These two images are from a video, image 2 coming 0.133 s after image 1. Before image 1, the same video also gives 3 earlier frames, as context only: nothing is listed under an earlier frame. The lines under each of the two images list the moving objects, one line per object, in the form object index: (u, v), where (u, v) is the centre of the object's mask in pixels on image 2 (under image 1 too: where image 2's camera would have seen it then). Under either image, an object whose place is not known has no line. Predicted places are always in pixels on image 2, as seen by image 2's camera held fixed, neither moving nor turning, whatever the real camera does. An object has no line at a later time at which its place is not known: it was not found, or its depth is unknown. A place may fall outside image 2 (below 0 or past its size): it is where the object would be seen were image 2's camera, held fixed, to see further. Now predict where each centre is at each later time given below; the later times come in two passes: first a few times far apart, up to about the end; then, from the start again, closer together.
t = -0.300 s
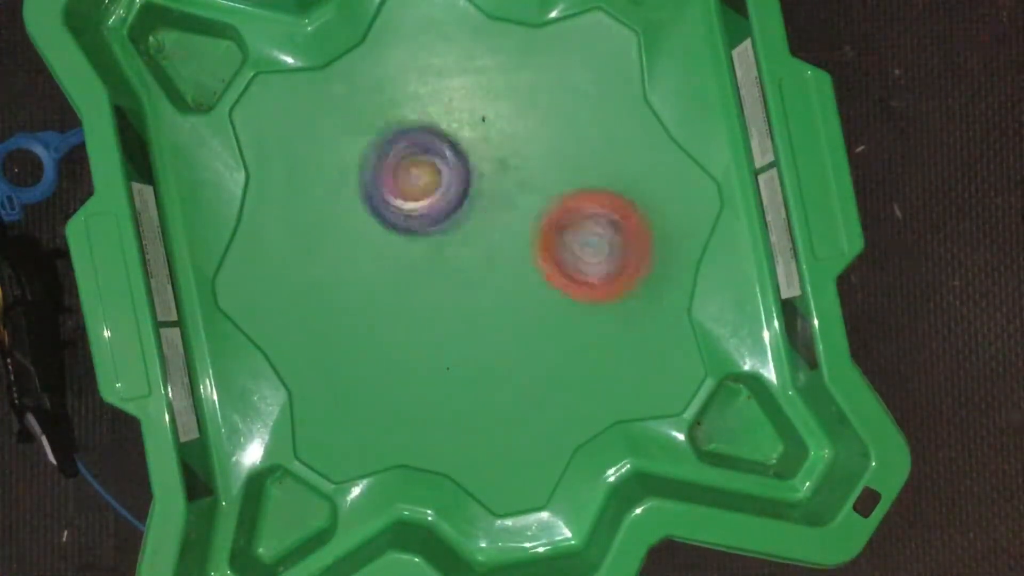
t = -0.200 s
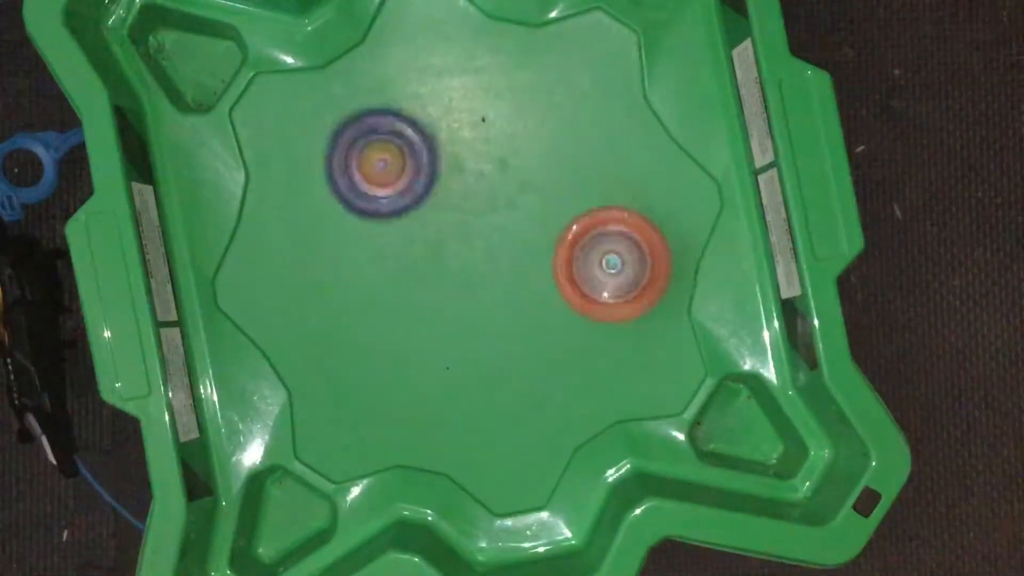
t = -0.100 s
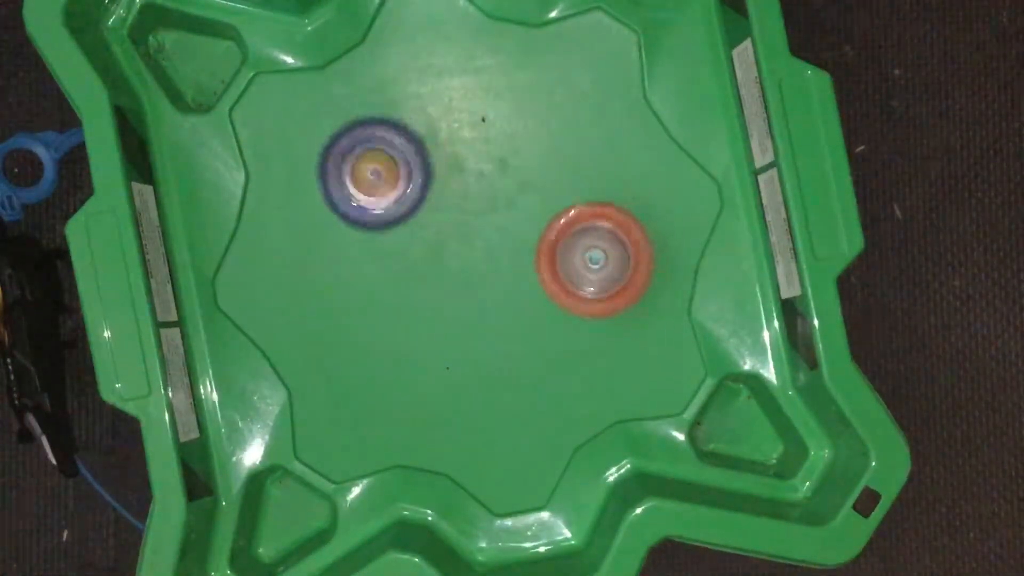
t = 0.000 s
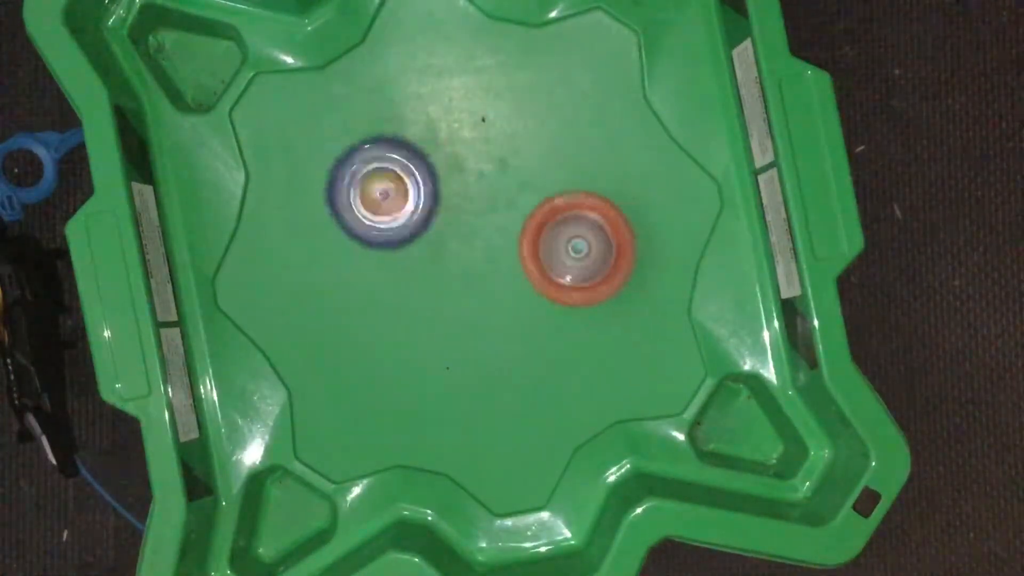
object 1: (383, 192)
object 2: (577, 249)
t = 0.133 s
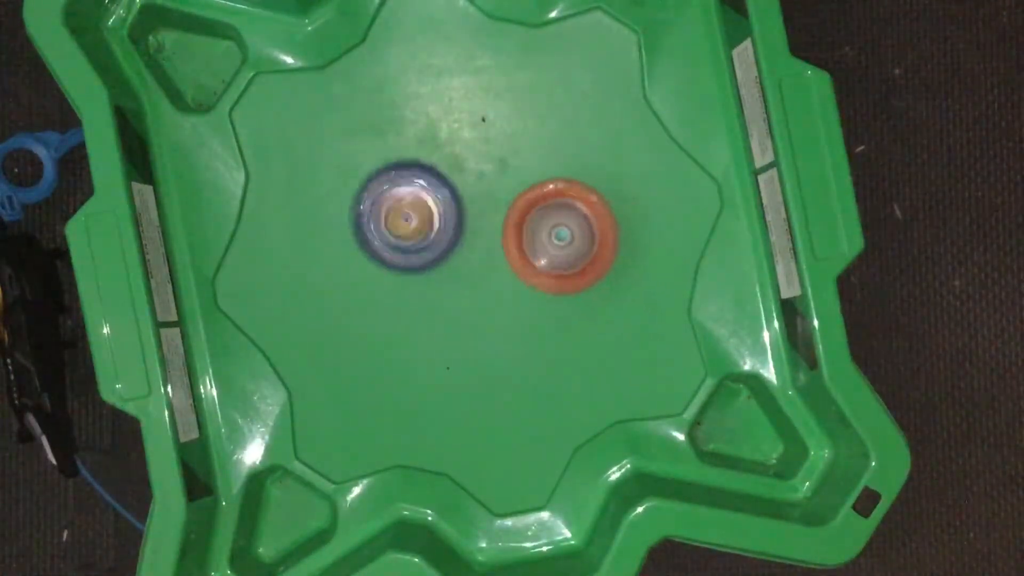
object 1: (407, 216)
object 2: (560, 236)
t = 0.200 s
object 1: (425, 229)
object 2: (556, 231)
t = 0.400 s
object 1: (400, 243)
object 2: (614, 229)
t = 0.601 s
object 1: (417, 262)
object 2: (611, 214)
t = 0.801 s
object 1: (452, 268)
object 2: (579, 209)
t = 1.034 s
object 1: (426, 275)
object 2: (603, 197)
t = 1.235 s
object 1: (435, 274)
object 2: (577, 193)
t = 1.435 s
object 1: (462, 262)
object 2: (563, 186)
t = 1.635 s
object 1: (463, 264)
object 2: (570, 168)
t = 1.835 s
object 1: (477, 262)
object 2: (554, 167)
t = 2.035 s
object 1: (472, 275)
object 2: (554, 166)
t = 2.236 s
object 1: (480, 270)
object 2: (543, 168)
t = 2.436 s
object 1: (445, 280)
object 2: (545, 161)
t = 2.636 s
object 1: (441, 257)
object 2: (522, 166)
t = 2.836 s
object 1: (437, 243)
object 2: (525, 159)
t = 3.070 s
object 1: (411, 251)
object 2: (531, 166)
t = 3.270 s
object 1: (419, 250)
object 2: (520, 169)
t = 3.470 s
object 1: (404, 261)
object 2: (529, 170)
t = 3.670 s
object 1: (412, 268)
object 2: (515, 172)
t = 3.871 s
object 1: (442, 273)
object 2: (507, 171)
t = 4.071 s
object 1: (451, 284)
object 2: (508, 173)
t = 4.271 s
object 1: (451, 290)
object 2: (509, 164)
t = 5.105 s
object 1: (485, 281)
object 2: (491, 158)
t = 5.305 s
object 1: (477, 292)
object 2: (509, 150)
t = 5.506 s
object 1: (473, 276)
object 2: (522, 171)
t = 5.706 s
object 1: (451, 282)
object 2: (546, 205)
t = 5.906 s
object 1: (433, 262)
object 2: (537, 207)
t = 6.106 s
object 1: (427, 230)
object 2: (536, 213)
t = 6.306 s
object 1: (427, 222)
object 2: (538, 213)
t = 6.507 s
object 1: (405, 207)
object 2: (544, 225)
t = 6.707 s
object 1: (417, 227)
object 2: (532, 217)
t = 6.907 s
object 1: (424, 231)
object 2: (534, 211)
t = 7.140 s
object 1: (424, 230)
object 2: (530, 215)
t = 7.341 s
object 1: (417, 228)
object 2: (519, 224)
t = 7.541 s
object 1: (416, 227)
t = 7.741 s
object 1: (417, 229)
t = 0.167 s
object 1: (415, 223)
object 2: (558, 234)
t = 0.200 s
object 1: (425, 229)
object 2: (556, 231)
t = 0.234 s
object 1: (433, 234)
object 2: (554, 228)
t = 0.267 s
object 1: (431, 238)
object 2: (562, 230)
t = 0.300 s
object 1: (414, 238)
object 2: (583, 234)
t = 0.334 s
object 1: (404, 239)
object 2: (598, 234)
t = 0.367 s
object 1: (401, 239)
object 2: (607, 232)
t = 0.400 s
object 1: (400, 243)
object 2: (614, 229)
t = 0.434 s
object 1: (401, 248)
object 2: (618, 224)
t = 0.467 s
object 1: (402, 251)
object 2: (620, 221)
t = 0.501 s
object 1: (404, 255)
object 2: (620, 220)
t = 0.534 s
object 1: (408, 257)
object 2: (619, 217)
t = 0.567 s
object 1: (411, 260)
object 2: (615, 215)
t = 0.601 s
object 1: (417, 262)
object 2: (611, 214)
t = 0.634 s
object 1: (421, 264)
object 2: (607, 212)
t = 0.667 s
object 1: (428, 266)
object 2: (600, 210)
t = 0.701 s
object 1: (432, 266)
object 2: (594, 210)
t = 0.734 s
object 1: (439, 268)
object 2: (590, 209)
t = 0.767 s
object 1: (444, 267)
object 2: (584, 209)
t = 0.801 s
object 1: (452, 268)
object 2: (579, 209)
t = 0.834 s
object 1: (459, 267)
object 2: (575, 208)
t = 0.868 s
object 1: (467, 268)
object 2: (570, 207)
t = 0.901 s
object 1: (455, 270)
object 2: (582, 204)
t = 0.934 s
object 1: (439, 275)
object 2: (598, 198)
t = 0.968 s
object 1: (429, 275)
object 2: (605, 195)
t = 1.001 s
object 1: (426, 276)
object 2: (607, 197)
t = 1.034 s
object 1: (426, 275)
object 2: (603, 197)
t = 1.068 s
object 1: (425, 278)
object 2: (598, 197)
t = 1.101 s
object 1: (425, 276)
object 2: (595, 196)
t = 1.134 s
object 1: (429, 277)
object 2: (590, 194)
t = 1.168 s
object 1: (430, 275)
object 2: (586, 194)
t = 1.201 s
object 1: (434, 276)
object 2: (582, 193)
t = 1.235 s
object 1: (435, 274)
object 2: (577, 193)
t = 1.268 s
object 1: (440, 272)
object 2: (574, 192)
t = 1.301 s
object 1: (444, 269)
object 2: (571, 190)
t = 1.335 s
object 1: (451, 266)
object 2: (566, 190)
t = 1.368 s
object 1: (456, 263)
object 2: (564, 189)
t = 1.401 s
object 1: (463, 261)
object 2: (560, 188)
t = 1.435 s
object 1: (462, 262)
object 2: (563, 186)
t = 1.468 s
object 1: (456, 264)
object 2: (571, 180)
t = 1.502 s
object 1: (453, 265)
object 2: (574, 175)
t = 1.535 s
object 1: (455, 262)
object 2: (574, 173)
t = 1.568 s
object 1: (459, 264)
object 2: (573, 170)
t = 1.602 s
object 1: (459, 263)
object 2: (571, 169)
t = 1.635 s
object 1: (463, 264)
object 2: (570, 168)
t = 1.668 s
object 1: (462, 264)
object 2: (568, 167)
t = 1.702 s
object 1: (467, 262)
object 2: (565, 168)
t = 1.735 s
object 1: (467, 264)
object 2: (562, 167)
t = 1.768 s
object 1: (472, 263)
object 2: (558, 167)
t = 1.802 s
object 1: (473, 260)
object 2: (555, 167)
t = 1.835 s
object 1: (477, 262)
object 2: (554, 167)
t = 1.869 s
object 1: (477, 260)
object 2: (552, 167)
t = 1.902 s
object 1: (476, 265)
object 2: (555, 164)
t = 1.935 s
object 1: (473, 268)
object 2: (559, 164)
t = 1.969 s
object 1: (472, 272)
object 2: (557, 166)
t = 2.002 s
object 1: (470, 274)
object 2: (556, 167)
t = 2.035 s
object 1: (472, 275)
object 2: (554, 166)
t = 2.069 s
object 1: (472, 277)
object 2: (552, 167)
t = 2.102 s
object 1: (473, 273)
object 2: (551, 167)
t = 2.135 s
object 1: (476, 274)
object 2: (548, 168)
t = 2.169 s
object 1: (476, 271)
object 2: (547, 168)
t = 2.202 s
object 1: (480, 271)
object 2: (544, 168)
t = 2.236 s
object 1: (480, 270)
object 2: (543, 168)
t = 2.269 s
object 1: (470, 275)
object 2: (549, 161)
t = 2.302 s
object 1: (463, 279)
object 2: (552, 156)
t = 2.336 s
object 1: (457, 282)
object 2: (554, 156)
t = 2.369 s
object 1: (452, 283)
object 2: (552, 158)
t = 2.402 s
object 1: (448, 282)
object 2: (550, 160)
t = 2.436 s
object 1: (445, 280)
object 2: (545, 161)
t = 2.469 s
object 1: (442, 278)
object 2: (541, 163)
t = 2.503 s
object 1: (440, 274)
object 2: (537, 163)
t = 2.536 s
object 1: (439, 271)
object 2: (532, 164)
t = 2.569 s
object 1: (438, 266)
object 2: (529, 164)
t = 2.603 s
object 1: (441, 261)
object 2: (524, 164)
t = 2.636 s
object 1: (441, 257)
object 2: (522, 166)
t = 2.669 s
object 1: (437, 256)
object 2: (524, 161)
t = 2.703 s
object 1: (433, 255)
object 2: (528, 160)
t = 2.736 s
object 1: (433, 249)
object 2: (527, 160)
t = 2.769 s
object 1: (438, 246)
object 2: (525, 161)
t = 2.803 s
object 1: (439, 244)
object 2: (525, 159)
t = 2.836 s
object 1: (437, 243)
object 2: (525, 159)
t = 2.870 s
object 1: (435, 243)
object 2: (529, 160)
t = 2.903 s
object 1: (435, 239)
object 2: (526, 163)
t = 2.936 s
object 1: (433, 241)
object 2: (529, 161)
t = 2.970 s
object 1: (424, 245)
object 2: (535, 159)
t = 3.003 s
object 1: (419, 246)
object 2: (537, 163)
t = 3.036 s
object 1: (416, 250)
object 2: (534, 164)
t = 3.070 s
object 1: (411, 251)
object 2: (531, 166)
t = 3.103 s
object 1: (410, 250)
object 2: (529, 165)
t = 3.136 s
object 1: (409, 252)
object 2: (527, 165)
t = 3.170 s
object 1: (408, 252)
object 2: (526, 165)
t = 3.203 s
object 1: (412, 249)
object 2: (524, 166)
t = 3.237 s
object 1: (416, 251)
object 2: (523, 166)
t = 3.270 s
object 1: (419, 250)
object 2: (520, 169)
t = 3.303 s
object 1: (426, 249)
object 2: (518, 170)
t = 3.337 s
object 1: (426, 252)
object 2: (516, 171)
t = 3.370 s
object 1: (413, 258)
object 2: (523, 168)
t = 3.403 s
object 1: (406, 261)
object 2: (528, 165)
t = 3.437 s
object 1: (402, 261)
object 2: (531, 167)
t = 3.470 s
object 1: (404, 261)
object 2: (529, 170)
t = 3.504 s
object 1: (407, 263)
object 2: (527, 173)
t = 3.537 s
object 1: (408, 266)
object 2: (522, 173)
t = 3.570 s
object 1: (408, 267)
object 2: (521, 173)
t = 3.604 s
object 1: (410, 267)
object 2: (518, 173)
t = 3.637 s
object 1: (412, 269)
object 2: (517, 172)
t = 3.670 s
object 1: (412, 268)
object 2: (515, 172)
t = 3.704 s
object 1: (418, 267)
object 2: (515, 172)
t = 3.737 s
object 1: (424, 268)
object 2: (513, 172)
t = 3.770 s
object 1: (428, 270)
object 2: (512, 171)
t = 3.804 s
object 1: (433, 272)
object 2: (510, 171)
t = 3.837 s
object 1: (437, 274)
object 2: (509, 171)
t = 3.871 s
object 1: (442, 273)
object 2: (507, 171)
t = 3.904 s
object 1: (450, 274)
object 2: (507, 170)
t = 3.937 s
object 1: (448, 283)
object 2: (512, 167)
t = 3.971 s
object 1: (446, 284)
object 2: (515, 167)
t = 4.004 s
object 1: (447, 285)
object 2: (513, 171)
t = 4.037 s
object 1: (449, 285)
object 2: (511, 172)
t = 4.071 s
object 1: (451, 284)
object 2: (508, 173)
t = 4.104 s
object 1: (453, 284)
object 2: (507, 171)
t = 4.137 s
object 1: (454, 286)
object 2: (506, 171)
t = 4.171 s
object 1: (454, 286)
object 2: (505, 171)
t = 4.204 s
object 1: (454, 284)
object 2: (504, 173)
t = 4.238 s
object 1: (456, 280)
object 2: (502, 172)
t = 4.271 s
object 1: (451, 290)
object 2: (509, 164)
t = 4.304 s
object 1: (442, 302)
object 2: (518, 153)
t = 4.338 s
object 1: (434, 307)
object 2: (526, 149)
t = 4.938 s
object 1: (474, 288)
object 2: (489, 163)
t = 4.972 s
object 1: (479, 283)
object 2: (488, 163)
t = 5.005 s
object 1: (483, 280)
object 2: (485, 164)
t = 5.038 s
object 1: (487, 279)
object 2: (485, 164)
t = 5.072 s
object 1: (487, 278)
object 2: (485, 164)
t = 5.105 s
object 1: (485, 281)
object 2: (491, 158)
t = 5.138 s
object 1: (479, 284)
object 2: (496, 153)
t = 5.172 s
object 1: (477, 286)
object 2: (501, 147)
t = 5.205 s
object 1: (477, 290)
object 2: (505, 147)
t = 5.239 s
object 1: (477, 293)
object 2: (506, 147)
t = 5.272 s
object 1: (478, 293)
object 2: (509, 148)
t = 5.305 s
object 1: (477, 292)
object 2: (509, 150)
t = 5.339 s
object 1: (476, 290)
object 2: (512, 151)
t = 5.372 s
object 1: (475, 288)
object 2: (513, 155)
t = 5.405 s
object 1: (473, 288)
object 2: (515, 157)
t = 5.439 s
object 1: (472, 285)
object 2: (518, 162)
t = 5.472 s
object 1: (472, 281)
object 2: (519, 166)
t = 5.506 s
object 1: (473, 276)
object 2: (522, 171)
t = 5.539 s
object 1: (469, 275)
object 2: (526, 177)
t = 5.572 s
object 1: (461, 278)
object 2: (534, 182)
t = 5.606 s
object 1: (459, 279)
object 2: (540, 191)
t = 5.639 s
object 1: (461, 279)
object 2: (543, 195)
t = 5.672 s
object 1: (463, 279)
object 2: (543, 203)
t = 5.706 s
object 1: (451, 282)
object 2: (546, 205)
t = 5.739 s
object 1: (439, 282)
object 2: (551, 204)
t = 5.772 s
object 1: (433, 278)
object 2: (553, 206)
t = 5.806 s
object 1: (432, 274)
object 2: (549, 207)
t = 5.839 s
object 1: (431, 271)
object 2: (545, 207)
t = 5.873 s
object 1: (432, 267)
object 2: (542, 207)
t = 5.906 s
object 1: (433, 262)
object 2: (537, 207)
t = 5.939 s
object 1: (434, 256)
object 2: (533, 206)
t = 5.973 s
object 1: (434, 250)
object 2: (532, 205)
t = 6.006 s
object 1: (431, 245)
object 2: (533, 207)
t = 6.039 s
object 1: (430, 239)
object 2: (534, 208)
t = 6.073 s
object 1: (430, 234)
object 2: (534, 211)
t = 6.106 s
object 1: (427, 230)
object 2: (536, 213)
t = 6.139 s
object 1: (425, 225)
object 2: (538, 213)
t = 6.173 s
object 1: (424, 222)
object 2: (541, 213)
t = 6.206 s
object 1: (425, 221)
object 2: (541, 215)
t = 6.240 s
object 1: (425, 222)
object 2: (541, 213)
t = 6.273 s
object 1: (426, 222)
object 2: (541, 213)
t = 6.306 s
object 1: (427, 222)
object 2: (538, 213)
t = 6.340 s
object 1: (428, 222)
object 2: (535, 212)
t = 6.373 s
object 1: (428, 222)
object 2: (534, 210)
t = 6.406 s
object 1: (421, 221)
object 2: (534, 213)
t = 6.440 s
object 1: (411, 217)
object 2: (541, 217)
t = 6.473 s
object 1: (406, 211)
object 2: (544, 222)
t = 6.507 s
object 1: (405, 207)
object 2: (544, 225)
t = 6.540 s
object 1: (405, 206)
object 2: (544, 224)
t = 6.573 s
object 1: (405, 208)
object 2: (542, 225)
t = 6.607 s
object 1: (406, 212)
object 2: (540, 223)
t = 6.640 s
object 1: (408, 217)
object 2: (538, 221)
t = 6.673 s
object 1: (412, 221)
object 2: (535, 219)
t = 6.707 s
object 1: (417, 227)
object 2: (532, 217)
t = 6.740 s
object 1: (422, 230)
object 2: (529, 214)
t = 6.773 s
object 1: (422, 230)
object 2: (531, 211)
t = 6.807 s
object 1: (422, 229)
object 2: (531, 209)
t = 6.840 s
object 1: (423, 230)
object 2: (532, 209)
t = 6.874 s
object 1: (424, 231)
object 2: (532, 209)
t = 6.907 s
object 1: (424, 231)
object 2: (534, 211)
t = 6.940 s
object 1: (423, 230)
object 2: (538, 212)
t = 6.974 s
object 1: (422, 229)
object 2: (540, 212)
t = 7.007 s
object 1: (422, 229)
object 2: (541, 215)
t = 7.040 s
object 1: (423, 230)
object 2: (539, 215)
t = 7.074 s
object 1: (424, 231)
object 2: (537, 216)
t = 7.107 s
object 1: (425, 231)
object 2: (533, 216)
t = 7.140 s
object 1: (424, 230)
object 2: (530, 215)
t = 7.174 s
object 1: (423, 229)
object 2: (528, 215)
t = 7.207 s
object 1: (423, 229)
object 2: (526, 215)
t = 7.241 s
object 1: (422, 228)
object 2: (525, 214)
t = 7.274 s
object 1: (417, 227)
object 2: (525, 219)
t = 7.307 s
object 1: (417, 226)
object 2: (523, 222)
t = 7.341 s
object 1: (417, 228)
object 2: (519, 224)
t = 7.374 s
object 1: (416, 228)
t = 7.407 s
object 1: (415, 227)
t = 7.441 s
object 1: (415, 227)
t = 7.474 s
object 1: (416, 228)
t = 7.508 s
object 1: (416, 228)
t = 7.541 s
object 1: (416, 227)
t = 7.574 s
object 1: (416, 227)
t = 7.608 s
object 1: (416, 227)
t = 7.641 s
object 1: (416, 228)
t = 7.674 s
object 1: (416, 228)
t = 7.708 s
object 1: (417, 229)
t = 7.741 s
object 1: (417, 229)
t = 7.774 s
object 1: (417, 229)
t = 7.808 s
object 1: (417, 228)
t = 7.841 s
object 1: (417, 228)
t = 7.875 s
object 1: (417, 227)
